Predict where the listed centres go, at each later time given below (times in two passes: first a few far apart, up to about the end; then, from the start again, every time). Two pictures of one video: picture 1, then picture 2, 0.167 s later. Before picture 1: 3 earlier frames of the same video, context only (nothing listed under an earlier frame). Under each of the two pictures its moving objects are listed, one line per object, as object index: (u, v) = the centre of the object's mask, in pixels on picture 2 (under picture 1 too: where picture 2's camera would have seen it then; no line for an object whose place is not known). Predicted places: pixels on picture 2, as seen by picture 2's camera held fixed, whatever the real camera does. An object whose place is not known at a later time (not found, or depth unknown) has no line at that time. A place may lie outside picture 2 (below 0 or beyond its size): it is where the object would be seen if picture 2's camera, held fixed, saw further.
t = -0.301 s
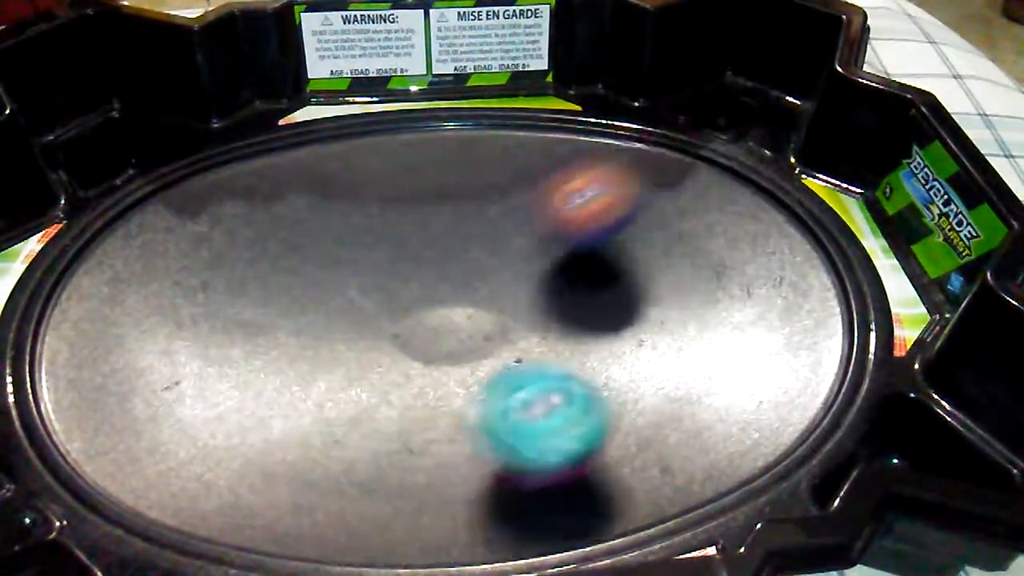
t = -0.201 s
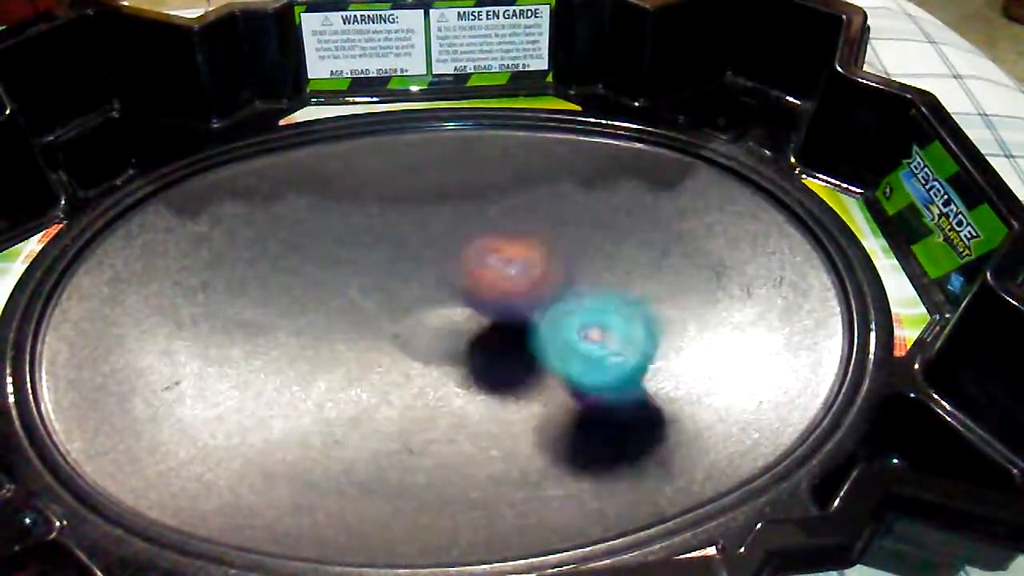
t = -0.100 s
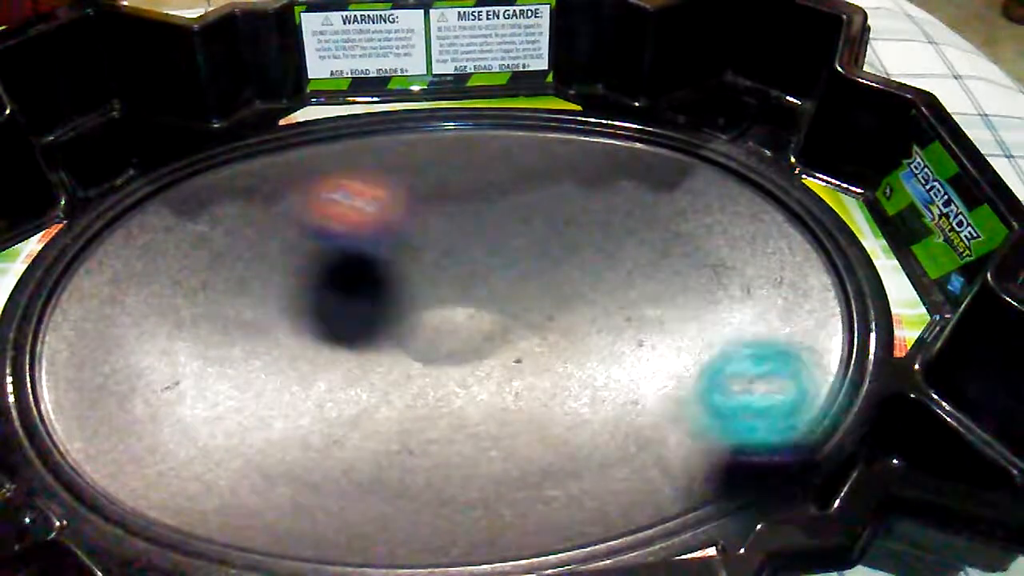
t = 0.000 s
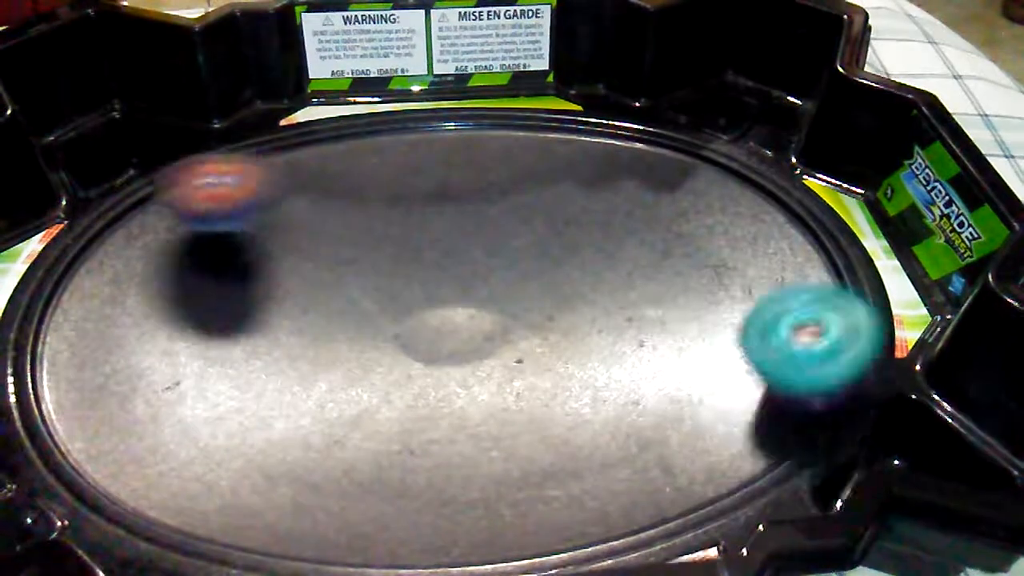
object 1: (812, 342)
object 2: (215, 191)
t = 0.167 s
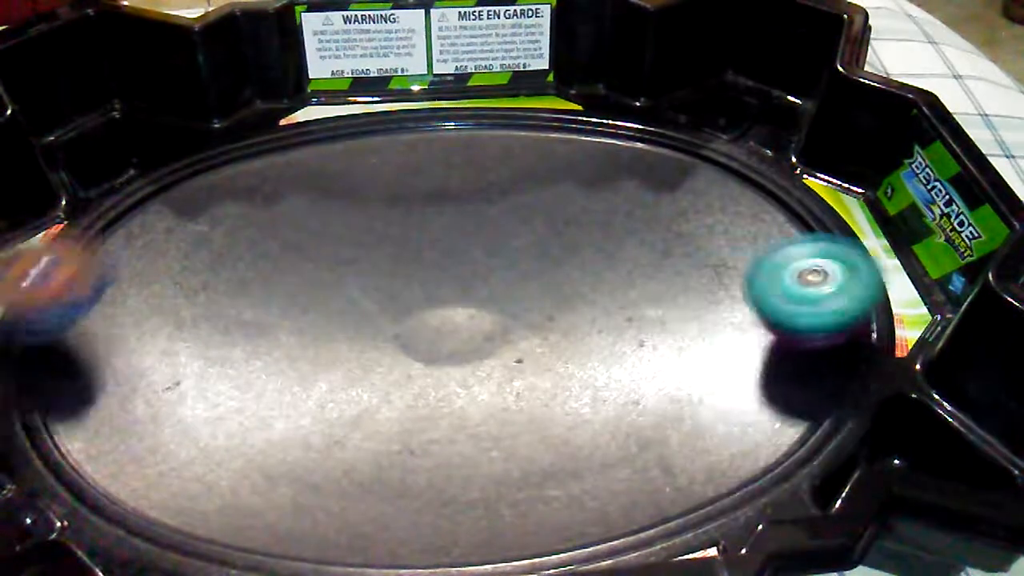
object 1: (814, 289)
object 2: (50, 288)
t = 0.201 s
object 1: (799, 290)
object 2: (43, 319)
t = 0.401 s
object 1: (649, 324)
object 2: (301, 503)
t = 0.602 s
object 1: (514, 297)
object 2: (686, 488)
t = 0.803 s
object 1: (316, 251)
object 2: (736, 434)
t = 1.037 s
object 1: (145, 295)
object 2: (594, 262)
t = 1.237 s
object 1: (195, 362)
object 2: (326, 210)
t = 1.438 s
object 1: (375, 337)
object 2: (55, 304)
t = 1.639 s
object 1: (450, 259)
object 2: (164, 471)
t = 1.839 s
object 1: (441, 202)
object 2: (482, 400)
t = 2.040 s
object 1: (402, 217)
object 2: (537, 229)
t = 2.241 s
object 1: (439, 282)
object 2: (397, 143)
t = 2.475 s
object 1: (570, 316)
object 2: (154, 198)
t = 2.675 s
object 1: (639, 289)
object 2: (209, 381)
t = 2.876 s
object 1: (583, 277)
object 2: (566, 402)
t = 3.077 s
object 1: (479, 321)
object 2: (733, 242)
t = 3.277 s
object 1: (428, 386)
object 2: (605, 127)
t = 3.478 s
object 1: (437, 399)
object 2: (377, 176)
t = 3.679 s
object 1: (411, 359)
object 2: (229, 342)
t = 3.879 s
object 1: (340, 319)
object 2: (372, 496)
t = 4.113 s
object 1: (274, 306)
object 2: (716, 420)
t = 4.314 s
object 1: (294, 309)
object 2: (672, 252)
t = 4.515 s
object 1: (366, 290)
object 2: (477, 188)
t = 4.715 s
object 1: (422, 261)
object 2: (238, 215)
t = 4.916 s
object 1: (457, 245)
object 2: (94, 344)
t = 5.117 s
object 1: (485, 262)
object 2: (243, 465)
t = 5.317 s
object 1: (529, 292)
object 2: (535, 400)
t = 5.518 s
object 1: (539, 218)
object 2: (649, 341)
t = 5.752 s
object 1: (454, 192)
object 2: (566, 239)
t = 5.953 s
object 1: (278, 173)
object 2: (544, 294)
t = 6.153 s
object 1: (179, 166)
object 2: (565, 346)
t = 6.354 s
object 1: (128, 210)
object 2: (570, 368)
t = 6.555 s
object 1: (206, 282)
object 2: (522, 365)
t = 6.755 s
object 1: (284, 339)
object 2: (439, 354)
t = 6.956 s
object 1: (208, 331)
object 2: (588, 345)
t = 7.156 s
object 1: (151, 317)
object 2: (613, 286)
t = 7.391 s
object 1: (220, 301)
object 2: (497, 253)
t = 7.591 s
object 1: (250, 301)
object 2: (431, 276)
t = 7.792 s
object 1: (256, 334)
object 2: (455, 292)
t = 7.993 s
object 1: (338, 339)
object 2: (464, 317)
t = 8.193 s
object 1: (268, 325)
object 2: (617, 323)
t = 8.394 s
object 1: (241, 304)
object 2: (702, 311)
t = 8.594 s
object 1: (284, 288)
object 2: (689, 297)
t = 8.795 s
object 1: (356, 288)
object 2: (565, 301)
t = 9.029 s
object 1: (333, 286)
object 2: (515, 322)
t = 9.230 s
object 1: (304, 296)
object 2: (449, 330)
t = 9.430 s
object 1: (285, 282)
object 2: (439, 351)
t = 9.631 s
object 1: (285, 258)
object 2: (469, 360)
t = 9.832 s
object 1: (324, 269)
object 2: (482, 343)
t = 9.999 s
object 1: (347, 299)
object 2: (469, 314)
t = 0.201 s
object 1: (799, 290)
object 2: (43, 319)
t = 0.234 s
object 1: (778, 292)
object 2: (48, 362)
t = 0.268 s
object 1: (756, 295)
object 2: (67, 403)
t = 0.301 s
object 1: (732, 300)
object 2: (97, 441)
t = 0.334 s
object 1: (703, 307)
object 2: (149, 475)
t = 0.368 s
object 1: (677, 313)
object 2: (219, 494)
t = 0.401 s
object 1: (649, 324)
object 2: (301, 503)
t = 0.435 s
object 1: (620, 335)
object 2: (382, 502)
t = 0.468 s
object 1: (592, 347)
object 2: (469, 488)
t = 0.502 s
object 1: (565, 356)
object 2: (554, 464)
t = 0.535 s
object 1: (548, 345)
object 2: (596, 472)
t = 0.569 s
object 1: (534, 315)
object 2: (649, 482)
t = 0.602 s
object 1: (514, 297)
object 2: (686, 488)
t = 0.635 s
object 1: (486, 281)
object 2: (713, 488)
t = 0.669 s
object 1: (453, 272)
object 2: (727, 474)
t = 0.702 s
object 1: (417, 261)
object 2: (734, 465)
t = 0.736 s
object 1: (384, 255)
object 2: (739, 453)
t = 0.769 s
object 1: (354, 253)
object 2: (739, 443)
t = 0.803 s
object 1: (316, 251)
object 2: (736, 434)
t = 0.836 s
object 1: (282, 250)
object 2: (732, 415)
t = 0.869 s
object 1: (248, 253)
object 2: (727, 388)
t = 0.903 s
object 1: (227, 259)
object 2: (715, 360)
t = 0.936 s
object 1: (202, 266)
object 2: (692, 328)
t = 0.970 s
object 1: (181, 273)
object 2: (667, 303)
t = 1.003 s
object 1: (160, 284)
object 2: (633, 282)
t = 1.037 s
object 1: (145, 295)
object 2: (594, 262)
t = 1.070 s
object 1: (135, 308)
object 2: (557, 243)
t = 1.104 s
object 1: (133, 319)
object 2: (516, 228)
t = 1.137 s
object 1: (138, 331)
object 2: (469, 217)
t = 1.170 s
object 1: (149, 344)
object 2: (423, 211)
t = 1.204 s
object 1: (166, 354)
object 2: (376, 209)
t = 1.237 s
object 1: (195, 362)
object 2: (326, 210)
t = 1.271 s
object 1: (227, 366)
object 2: (279, 216)
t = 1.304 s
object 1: (255, 366)
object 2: (233, 224)
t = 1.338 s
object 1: (290, 363)
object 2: (185, 237)
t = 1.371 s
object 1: (322, 357)
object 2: (135, 254)
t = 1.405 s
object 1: (351, 348)
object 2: (90, 279)
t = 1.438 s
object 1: (375, 337)
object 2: (55, 304)
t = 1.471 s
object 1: (399, 324)
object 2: (48, 331)
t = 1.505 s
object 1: (413, 312)
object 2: (57, 368)
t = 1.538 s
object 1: (425, 300)
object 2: (69, 397)
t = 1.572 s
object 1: (434, 286)
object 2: (89, 427)
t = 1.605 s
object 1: (444, 273)
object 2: (120, 454)
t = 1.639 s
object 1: (450, 259)
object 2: (164, 471)
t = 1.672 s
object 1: (454, 247)
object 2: (227, 481)
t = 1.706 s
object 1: (455, 235)
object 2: (281, 479)
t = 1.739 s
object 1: (455, 225)
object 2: (341, 468)
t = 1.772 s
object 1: (453, 216)
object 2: (394, 451)
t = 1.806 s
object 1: (448, 208)
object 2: (442, 428)
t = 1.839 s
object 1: (441, 202)
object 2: (482, 400)
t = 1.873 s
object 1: (435, 199)
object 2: (513, 368)
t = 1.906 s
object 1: (428, 198)
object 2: (531, 342)
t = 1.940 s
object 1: (420, 199)
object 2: (543, 311)
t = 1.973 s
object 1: (413, 202)
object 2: (546, 284)
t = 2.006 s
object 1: (407, 208)
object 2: (544, 255)
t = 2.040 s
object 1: (402, 217)
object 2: (537, 229)
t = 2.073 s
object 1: (400, 226)
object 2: (522, 209)
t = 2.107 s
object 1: (400, 237)
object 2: (505, 188)
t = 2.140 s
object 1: (406, 249)
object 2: (481, 175)
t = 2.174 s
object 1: (414, 262)
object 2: (457, 160)
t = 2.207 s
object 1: (425, 273)
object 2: (427, 149)
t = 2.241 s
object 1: (439, 282)
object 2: (397, 143)
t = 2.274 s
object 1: (456, 290)
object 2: (363, 139)
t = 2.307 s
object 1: (473, 296)
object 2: (323, 136)
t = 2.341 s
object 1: (493, 306)
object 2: (281, 141)
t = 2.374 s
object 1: (513, 313)
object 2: (241, 148)
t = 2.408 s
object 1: (530, 315)
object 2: (209, 160)
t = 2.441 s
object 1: (549, 316)
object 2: (178, 175)
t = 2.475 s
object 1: (570, 316)
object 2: (154, 198)
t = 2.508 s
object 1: (586, 315)
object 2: (139, 227)
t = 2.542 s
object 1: (603, 311)
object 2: (132, 257)
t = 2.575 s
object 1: (618, 306)
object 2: (132, 288)
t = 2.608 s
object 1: (630, 301)
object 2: (146, 324)
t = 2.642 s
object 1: (636, 296)
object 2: (171, 354)
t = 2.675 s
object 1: (639, 289)
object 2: (209, 381)
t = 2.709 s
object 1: (637, 284)
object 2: (260, 406)
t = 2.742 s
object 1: (631, 281)
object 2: (321, 421)
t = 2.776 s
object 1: (622, 278)
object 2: (386, 429)
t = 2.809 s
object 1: (613, 276)
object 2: (441, 427)
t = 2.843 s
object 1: (600, 275)
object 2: (507, 421)
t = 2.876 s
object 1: (583, 277)
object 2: (566, 402)
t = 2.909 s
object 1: (566, 278)
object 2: (605, 387)
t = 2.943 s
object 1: (549, 284)
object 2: (658, 362)
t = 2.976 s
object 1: (531, 291)
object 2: (693, 332)
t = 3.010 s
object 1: (510, 299)
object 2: (719, 302)
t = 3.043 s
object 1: (495, 308)
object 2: (728, 271)
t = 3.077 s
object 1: (479, 321)
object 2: (733, 242)
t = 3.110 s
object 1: (464, 332)
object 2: (725, 215)
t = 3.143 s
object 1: (453, 344)
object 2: (714, 184)
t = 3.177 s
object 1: (444, 355)
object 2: (694, 166)
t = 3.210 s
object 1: (436, 365)
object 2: (668, 149)
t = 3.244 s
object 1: (431, 377)
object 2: (637, 136)
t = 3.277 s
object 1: (428, 386)
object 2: (605, 127)
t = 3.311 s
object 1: (428, 393)
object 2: (572, 125)
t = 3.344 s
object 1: (429, 397)
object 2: (536, 126)
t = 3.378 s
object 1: (432, 401)
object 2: (499, 133)
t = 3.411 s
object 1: (434, 401)
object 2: (459, 144)
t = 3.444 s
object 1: (436, 401)
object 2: (415, 159)
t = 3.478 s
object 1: (437, 399)
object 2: (377, 176)
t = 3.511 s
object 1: (438, 395)
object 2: (337, 200)
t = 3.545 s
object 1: (437, 390)
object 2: (305, 224)
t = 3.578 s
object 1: (433, 383)
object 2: (275, 254)
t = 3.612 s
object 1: (427, 375)
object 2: (255, 282)
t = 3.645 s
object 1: (420, 367)
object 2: (239, 313)
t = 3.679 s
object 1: (411, 359)
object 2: (229, 342)
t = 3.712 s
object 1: (400, 352)
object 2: (229, 371)
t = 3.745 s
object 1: (388, 344)
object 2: (238, 402)
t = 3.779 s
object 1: (376, 337)
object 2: (256, 430)
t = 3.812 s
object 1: (364, 330)
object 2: (287, 458)
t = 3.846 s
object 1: (351, 324)
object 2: (325, 479)
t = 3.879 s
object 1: (340, 319)
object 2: (372, 496)
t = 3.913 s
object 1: (328, 316)
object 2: (420, 507)
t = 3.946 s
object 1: (316, 313)
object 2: (477, 509)
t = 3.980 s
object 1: (305, 310)
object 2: (531, 503)
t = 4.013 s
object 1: (295, 307)
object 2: (590, 487)
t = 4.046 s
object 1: (286, 306)
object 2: (645, 467)
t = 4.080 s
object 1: (279, 306)
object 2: (680, 447)
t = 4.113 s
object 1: (274, 306)
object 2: (716, 420)
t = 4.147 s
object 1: (271, 307)
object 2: (732, 387)
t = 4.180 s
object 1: (271, 307)
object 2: (736, 356)
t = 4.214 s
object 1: (273, 308)
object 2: (730, 326)
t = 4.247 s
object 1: (278, 309)
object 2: (715, 299)
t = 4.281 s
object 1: (285, 309)
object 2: (696, 275)
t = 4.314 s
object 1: (294, 309)
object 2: (672, 252)
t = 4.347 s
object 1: (305, 307)
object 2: (647, 234)
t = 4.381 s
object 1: (316, 305)
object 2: (615, 218)
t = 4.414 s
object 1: (329, 303)
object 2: (581, 205)
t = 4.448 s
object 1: (342, 299)
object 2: (548, 196)
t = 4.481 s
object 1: (354, 295)
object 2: (517, 189)
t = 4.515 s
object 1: (366, 290)
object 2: (477, 188)
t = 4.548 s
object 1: (377, 284)
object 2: (443, 189)
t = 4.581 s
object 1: (387, 279)
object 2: (398, 186)
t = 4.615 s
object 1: (395, 274)
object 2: (352, 189)
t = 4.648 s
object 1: (405, 270)
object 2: (316, 194)
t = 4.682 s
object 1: (413, 265)
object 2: (272, 204)
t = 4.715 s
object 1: (422, 261)
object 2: (238, 215)
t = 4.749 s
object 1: (429, 257)
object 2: (204, 229)
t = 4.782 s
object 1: (436, 253)
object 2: (172, 249)
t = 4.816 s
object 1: (443, 250)
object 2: (145, 266)
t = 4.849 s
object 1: (448, 247)
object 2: (120, 292)
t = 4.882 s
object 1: (453, 246)
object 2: (102, 318)
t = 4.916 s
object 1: (457, 245)
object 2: (94, 344)
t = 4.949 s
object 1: (461, 245)
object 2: (93, 370)
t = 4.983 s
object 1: (465, 247)
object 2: (105, 395)
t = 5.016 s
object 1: (469, 250)
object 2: (125, 419)
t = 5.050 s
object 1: (474, 253)
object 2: (154, 436)
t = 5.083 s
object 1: (479, 258)
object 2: (199, 456)
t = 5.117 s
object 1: (485, 262)
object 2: (243, 465)
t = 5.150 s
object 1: (491, 268)
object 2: (294, 468)
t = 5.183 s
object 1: (497, 273)
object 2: (348, 464)
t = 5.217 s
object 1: (504, 280)
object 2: (400, 457)
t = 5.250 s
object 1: (512, 285)
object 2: (451, 443)
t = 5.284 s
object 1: (520, 291)
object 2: (495, 424)
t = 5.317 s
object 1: (529, 292)
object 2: (535, 400)
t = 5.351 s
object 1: (538, 291)
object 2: (557, 387)
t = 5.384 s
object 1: (549, 275)
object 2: (582, 383)
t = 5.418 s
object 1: (550, 258)
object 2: (603, 380)
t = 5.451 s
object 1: (548, 244)
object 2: (621, 371)
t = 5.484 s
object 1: (544, 230)
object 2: (638, 359)
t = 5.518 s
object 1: (539, 218)
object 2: (649, 341)
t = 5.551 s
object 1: (531, 208)
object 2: (653, 324)
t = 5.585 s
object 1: (521, 199)
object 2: (652, 306)
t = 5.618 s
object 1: (509, 192)
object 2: (644, 290)
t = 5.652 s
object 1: (495, 189)
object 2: (631, 274)
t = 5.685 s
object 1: (481, 187)
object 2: (615, 258)
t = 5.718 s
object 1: (466, 189)
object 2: (592, 247)
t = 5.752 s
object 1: (454, 192)
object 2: (566, 239)
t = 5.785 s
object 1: (441, 197)
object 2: (542, 233)
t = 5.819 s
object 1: (405, 189)
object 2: (540, 246)
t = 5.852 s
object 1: (365, 180)
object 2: (543, 261)
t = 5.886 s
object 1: (326, 174)
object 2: (543, 272)
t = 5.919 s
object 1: (297, 173)
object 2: (543, 282)
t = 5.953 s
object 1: (278, 173)
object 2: (544, 294)
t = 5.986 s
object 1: (259, 173)
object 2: (548, 304)
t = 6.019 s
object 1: (242, 173)
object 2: (551, 313)
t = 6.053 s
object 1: (229, 173)
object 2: (554, 324)
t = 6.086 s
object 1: (215, 172)
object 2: (558, 333)
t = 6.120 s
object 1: (198, 169)
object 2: (562, 340)
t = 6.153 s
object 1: (179, 166)
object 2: (565, 346)
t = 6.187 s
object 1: (163, 165)
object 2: (568, 351)
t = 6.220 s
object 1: (150, 166)
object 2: (570, 356)
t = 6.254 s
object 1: (137, 175)
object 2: (571, 361)
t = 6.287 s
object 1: (125, 188)
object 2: (572, 364)
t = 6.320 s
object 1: (124, 200)
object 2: (571, 367)
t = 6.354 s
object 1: (128, 210)
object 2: (570, 368)
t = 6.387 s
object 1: (135, 221)
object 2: (567, 369)
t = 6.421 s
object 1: (146, 232)
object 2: (562, 370)
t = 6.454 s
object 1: (161, 246)
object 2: (556, 369)
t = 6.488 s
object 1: (176, 259)
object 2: (547, 369)
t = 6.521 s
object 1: (189, 270)
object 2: (535, 367)
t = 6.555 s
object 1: (206, 282)
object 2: (522, 365)
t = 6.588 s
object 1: (222, 295)
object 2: (507, 363)
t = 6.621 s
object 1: (238, 306)
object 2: (493, 361)
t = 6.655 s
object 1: (253, 315)
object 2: (473, 357)
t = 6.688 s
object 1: (270, 325)
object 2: (455, 353)
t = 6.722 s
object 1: (287, 337)
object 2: (439, 351)
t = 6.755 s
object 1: (284, 339)
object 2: (439, 354)
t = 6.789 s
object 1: (257, 330)
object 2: (468, 361)
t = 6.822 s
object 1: (237, 332)
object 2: (500, 368)
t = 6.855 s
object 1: (232, 330)
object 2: (526, 367)
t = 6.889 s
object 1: (230, 332)
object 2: (550, 360)
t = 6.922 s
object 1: (222, 332)
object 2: (570, 353)
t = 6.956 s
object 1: (208, 331)
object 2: (588, 345)
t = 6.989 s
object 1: (196, 330)
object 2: (602, 335)
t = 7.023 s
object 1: (182, 327)
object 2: (612, 326)
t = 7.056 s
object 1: (171, 325)
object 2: (617, 317)
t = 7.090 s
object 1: (160, 322)
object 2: (619, 305)
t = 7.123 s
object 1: (154, 320)
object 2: (619, 297)
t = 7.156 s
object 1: (151, 317)
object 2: (613, 286)
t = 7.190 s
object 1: (152, 315)
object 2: (605, 278)
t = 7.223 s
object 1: (157, 312)
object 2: (591, 269)
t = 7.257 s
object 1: (166, 310)
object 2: (576, 263)
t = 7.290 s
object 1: (176, 308)
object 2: (558, 258)
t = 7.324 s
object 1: (192, 305)
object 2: (540, 254)
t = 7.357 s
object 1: (204, 303)
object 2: (521, 253)
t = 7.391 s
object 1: (220, 301)
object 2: (497, 253)
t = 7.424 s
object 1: (237, 298)
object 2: (477, 256)
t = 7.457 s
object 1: (253, 296)
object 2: (452, 260)
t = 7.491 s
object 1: (268, 295)
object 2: (429, 266)
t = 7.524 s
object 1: (280, 295)
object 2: (409, 272)
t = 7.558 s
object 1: (265, 298)
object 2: (418, 274)
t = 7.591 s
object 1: (250, 301)
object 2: (431, 276)
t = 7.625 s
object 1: (248, 304)
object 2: (437, 277)
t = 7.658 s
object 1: (242, 308)
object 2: (441, 280)
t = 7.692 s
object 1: (240, 316)
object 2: (445, 283)
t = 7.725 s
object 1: (241, 321)
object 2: (448, 286)
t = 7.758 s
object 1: (246, 329)
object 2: (452, 289)
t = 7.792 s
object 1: (256, 334)
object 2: (455, 292)
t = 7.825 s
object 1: (265, 335)
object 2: (457, 296)
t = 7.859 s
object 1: (281, 340)
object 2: (459, 299)
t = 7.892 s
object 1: (293, 340)
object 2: (461, 304)
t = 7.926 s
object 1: (310, 340)
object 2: (462, 307)
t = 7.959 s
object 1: (323, 341)
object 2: (463, 311)
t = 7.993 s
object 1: (338, 339)
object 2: (464, 317)
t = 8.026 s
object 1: (329, 338)
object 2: (482, 324)
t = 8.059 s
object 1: (315, 336)
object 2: (521, 325)
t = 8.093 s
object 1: (303, 334)
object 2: (550, 326)
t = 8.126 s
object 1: (290, 332)
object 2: (576, 326)
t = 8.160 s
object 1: (279, 329)
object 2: (597, 325)
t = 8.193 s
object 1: (268, 325)
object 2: (617, 323)
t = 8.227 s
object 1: (258, 322)
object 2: (632, 320)
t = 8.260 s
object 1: (250, 317)
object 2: (647, 319)
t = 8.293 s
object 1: (244, 315)
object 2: (663, 318)
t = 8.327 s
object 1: (242, 310)
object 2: (677, 315)
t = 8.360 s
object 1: (241, 307)
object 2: (690, 314)
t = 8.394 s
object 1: (241, 304)
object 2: (702, 311)
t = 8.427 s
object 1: (244, 301)
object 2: (708, 310)
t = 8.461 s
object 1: (247, 298)
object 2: (711, 307)
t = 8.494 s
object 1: (256, 294)
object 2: (711, 304)
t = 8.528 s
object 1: (263, 292)
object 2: (706, 301)
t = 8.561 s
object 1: (272, 288)
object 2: (698, 299)
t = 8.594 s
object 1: (284, 288)
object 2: (689, 297)
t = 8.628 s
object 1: (295, 286)
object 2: (675, 296)
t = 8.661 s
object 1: (307, 285)
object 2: (657, 296)
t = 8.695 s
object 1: (318, 286)
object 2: (636, 297)
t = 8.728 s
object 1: (331, 285)
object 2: (615, 297)
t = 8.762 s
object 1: (346, 287)
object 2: (591, 299)
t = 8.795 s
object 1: (356, 288)
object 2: (565, 301)
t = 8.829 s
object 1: (369, 290)
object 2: (541, 305)
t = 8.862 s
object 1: (382, 292)
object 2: (519, 306)
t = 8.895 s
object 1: (372, 289)
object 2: (517, 310)
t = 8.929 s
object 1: (363, 287)
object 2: (528, 315)
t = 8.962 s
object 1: (352, 286)
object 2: (529, 318)
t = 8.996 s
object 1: (341, 286)
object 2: (522, 320)
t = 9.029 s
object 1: (333, 286)
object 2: (515, 322)
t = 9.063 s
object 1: (324, 287)
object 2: (504, 322)
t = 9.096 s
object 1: (317, 287)
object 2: (494, 326)
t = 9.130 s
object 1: (311, 290)
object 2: (483, 328)
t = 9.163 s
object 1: (307, 291)
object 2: (473, 329)
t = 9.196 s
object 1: (305, 293)
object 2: (460, 329)
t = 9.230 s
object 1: (304, 296)
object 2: (449, 330)
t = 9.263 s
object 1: (306, 297)
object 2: (438, 331)
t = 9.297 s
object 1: (306, 299)
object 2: (427, 332)
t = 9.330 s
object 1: (301, 295)
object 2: (425, 339)
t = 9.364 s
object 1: (293, 289)
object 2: (427, 343)
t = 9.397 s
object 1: (290, 286)
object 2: (434, 347)
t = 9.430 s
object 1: (285, 282)
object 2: (439, 351)
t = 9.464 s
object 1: (278, 276)
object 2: (443, 355)
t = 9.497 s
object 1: (277, 272)
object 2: (450, 358)
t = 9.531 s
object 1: (279, 266)
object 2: (454, 358)
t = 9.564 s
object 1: (277, 263)
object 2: (459, 360)
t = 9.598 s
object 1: (283, 258)
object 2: (465, 361)
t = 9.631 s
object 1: (285, 258)
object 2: (469, 360)
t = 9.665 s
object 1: (287, 257)
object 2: (472, 359)
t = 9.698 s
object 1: (296, 257)
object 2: (476, 358)
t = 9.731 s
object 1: (308, 258)
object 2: (479, 354)
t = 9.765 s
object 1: (311, 262)
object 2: (480, 351)
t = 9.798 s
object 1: (315, 263)
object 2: (480, 348)
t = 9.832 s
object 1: (324, 269)
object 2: (482, 343)
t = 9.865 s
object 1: (333, 276)
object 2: (481, 337)
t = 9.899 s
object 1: (339, 284)
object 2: (480, 332)
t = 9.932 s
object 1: (339, 287)
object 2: (479, 326)
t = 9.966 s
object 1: (345, 291)
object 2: (475, 320)
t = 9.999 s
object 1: (347, 299)
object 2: (469, 314)
